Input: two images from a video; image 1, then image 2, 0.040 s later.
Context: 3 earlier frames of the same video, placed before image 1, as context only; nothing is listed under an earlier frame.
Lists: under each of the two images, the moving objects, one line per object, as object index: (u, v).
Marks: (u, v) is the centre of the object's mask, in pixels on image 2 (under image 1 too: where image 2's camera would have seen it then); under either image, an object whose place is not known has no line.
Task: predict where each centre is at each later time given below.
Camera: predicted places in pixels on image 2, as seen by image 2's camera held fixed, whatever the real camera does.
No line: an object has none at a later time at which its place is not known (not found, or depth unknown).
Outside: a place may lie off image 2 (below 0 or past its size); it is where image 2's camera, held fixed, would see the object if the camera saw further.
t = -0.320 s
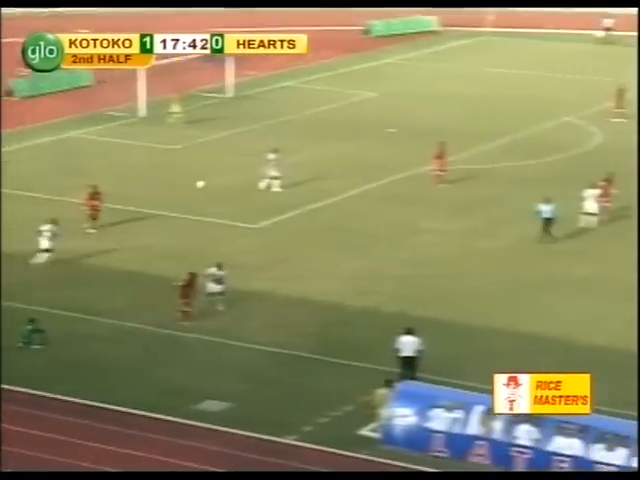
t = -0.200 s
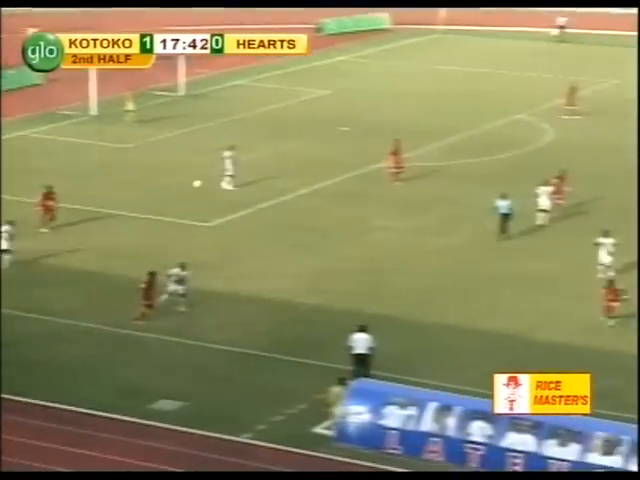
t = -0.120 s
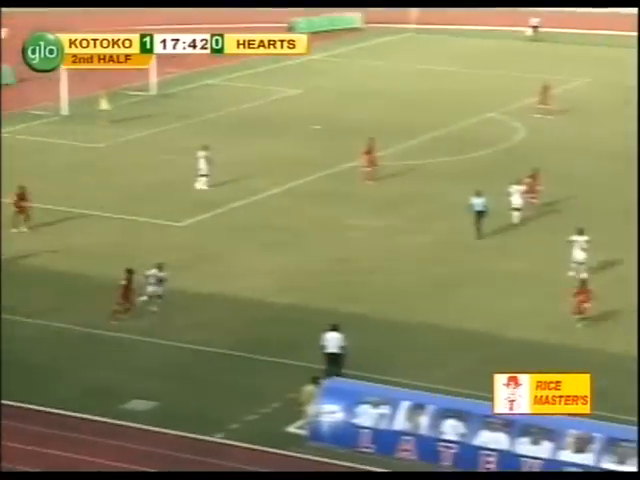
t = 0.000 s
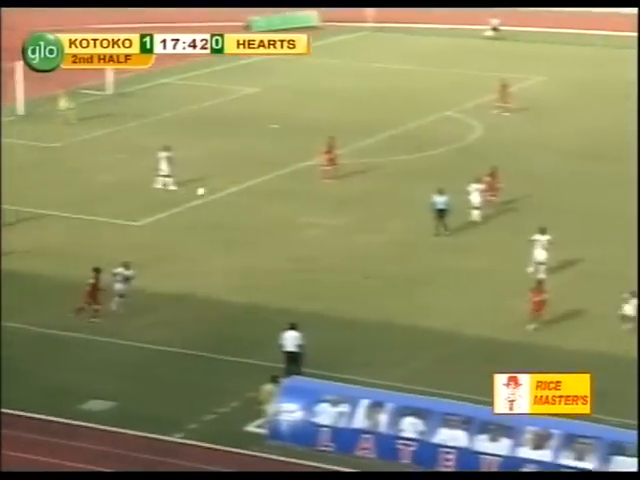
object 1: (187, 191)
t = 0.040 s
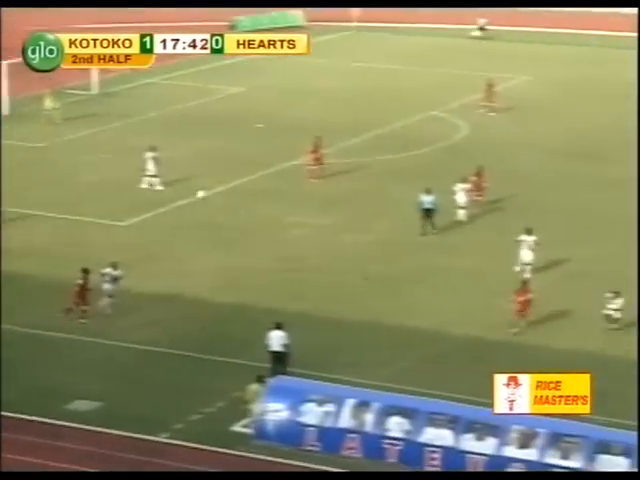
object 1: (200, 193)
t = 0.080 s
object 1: (214, 197)
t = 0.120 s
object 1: (227, 200)
